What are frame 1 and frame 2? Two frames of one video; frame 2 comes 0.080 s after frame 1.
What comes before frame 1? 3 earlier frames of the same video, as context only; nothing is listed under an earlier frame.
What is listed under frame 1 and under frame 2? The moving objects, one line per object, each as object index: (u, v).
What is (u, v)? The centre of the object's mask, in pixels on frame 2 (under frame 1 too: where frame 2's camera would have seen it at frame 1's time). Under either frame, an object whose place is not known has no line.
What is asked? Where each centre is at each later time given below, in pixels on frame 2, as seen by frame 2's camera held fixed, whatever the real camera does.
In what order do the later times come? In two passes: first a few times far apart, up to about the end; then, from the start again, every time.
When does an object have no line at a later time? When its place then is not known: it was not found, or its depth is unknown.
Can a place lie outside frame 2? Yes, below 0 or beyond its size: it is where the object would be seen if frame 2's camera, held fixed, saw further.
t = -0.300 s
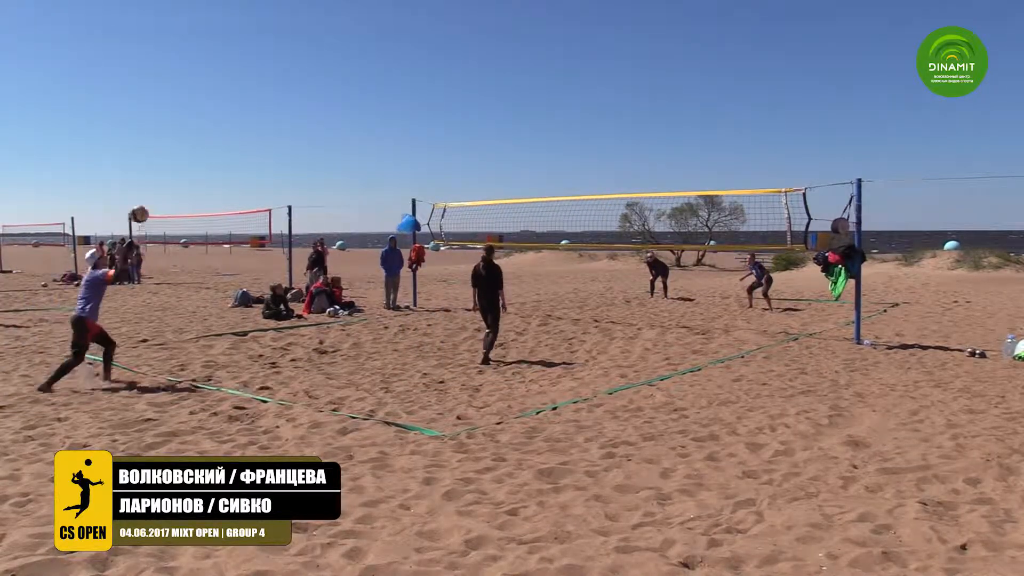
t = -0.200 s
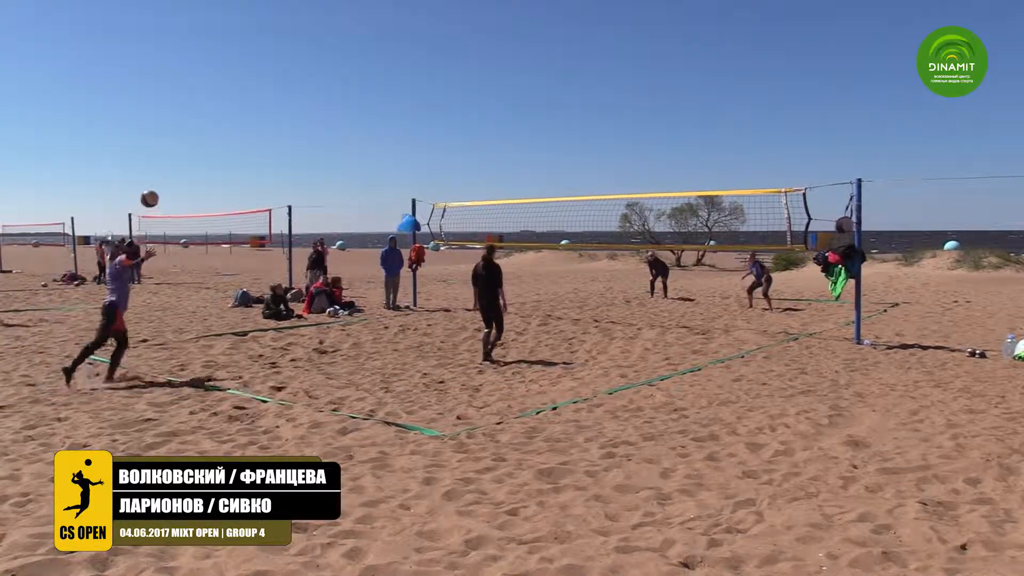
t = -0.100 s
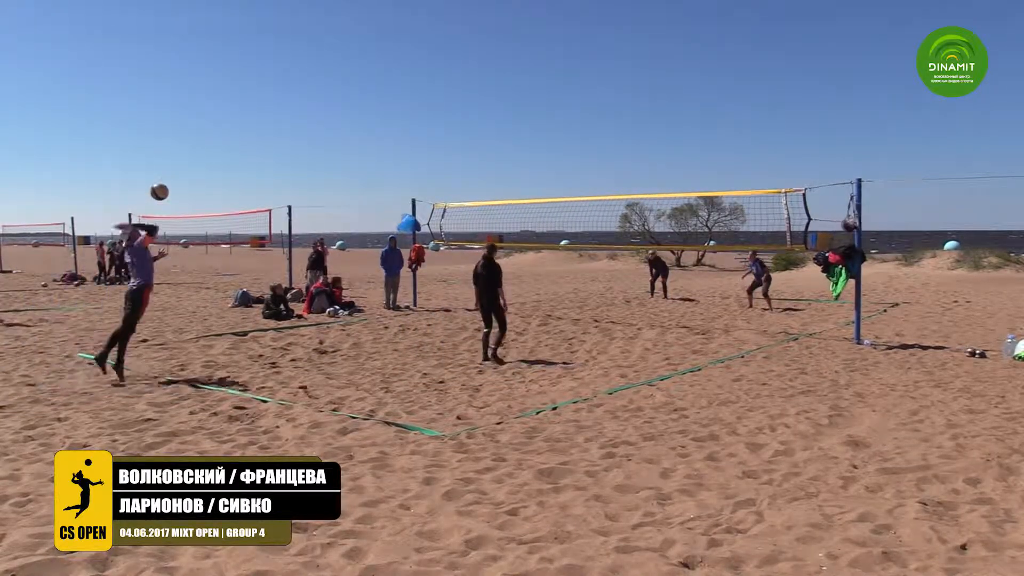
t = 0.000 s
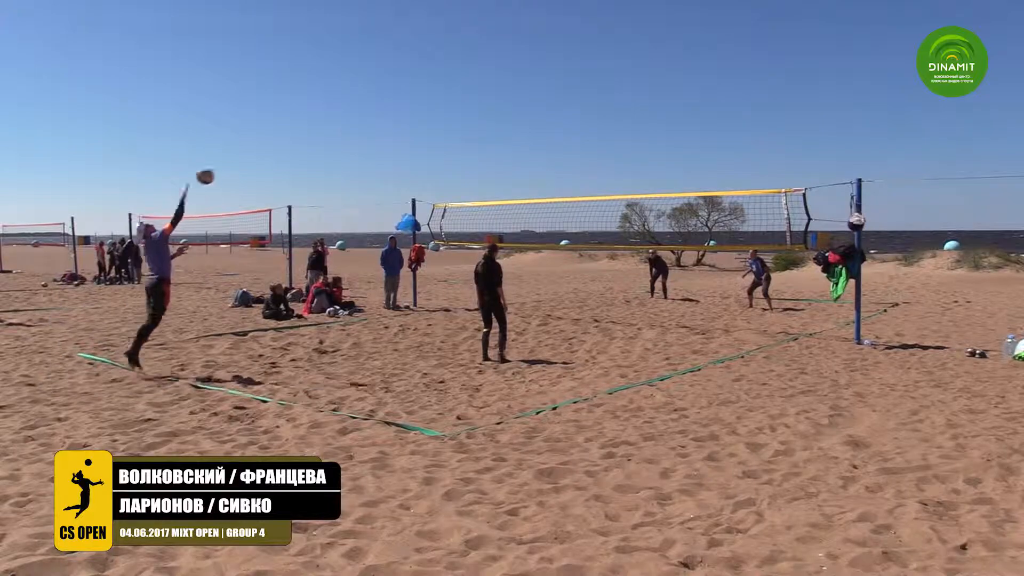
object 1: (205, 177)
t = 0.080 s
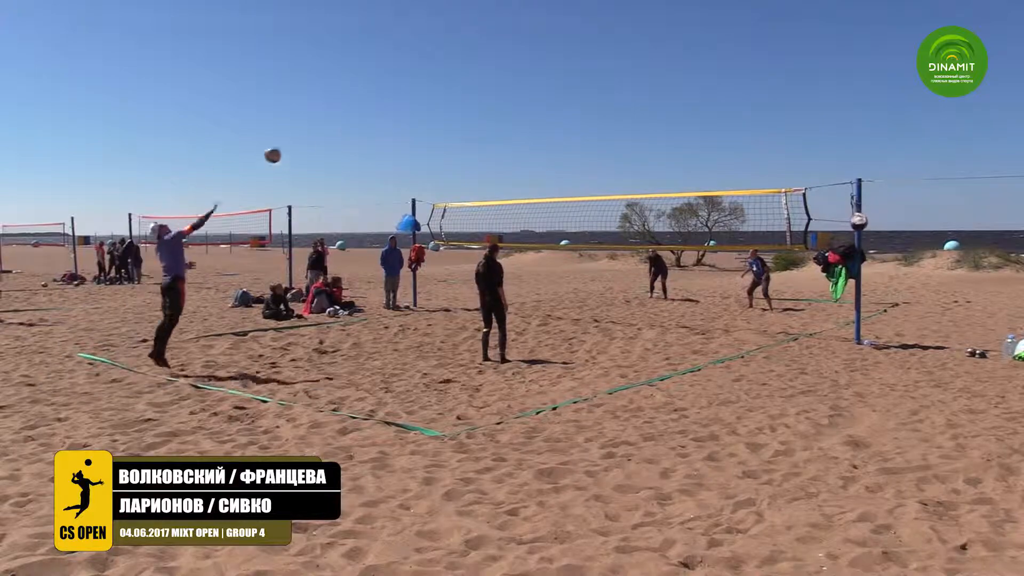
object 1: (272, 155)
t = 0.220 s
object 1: (373, 132)
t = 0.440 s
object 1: (489, 123)
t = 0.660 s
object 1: (575, 133)
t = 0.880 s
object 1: (645, 161)
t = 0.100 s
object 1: (288, 151)
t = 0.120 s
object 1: (304, 147)
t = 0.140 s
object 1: (319, 144)
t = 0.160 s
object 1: (332, 140)
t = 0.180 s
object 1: (347, 138)
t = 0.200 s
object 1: (360, 135)
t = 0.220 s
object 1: (373, 132)
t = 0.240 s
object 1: (386, 131)
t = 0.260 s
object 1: (398, 129)
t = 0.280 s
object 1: (409, 127)
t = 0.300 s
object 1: (420, 126)
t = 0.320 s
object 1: (431, 125)
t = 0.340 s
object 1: (442, 125)
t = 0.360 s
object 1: (452, 124)
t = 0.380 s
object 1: (461, 123)
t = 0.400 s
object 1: (471, 123)
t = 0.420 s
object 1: (480, 123)
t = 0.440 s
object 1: (489, 123)
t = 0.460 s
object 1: (498, 123)
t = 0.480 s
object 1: (506, 123)
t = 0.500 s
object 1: (515, 123)
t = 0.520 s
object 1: (523, 124)
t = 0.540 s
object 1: (530, 125)
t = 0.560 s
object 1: (539, 126)
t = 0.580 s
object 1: (546, 127)
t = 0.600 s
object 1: (554, 128)
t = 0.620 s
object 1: (561, 130)
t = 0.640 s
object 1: (568, 131)
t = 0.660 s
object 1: (575, 133)
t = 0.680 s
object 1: (582, 135)
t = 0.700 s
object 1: (589, 138)
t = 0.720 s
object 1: (596, 140)
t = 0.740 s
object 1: (602, 142)
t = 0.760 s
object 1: (609, 144)
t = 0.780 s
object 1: (615, 147)
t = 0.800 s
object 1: (621, 150)
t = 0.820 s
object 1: (627, 152)
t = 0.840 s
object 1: (633, 155)
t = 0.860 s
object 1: (639, 157)
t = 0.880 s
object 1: (645, 161)
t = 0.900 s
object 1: (650, 163)
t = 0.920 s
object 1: (656, 166)
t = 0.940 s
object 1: (662, 170)
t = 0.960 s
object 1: (667, 173)
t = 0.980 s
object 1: (672, 177)
